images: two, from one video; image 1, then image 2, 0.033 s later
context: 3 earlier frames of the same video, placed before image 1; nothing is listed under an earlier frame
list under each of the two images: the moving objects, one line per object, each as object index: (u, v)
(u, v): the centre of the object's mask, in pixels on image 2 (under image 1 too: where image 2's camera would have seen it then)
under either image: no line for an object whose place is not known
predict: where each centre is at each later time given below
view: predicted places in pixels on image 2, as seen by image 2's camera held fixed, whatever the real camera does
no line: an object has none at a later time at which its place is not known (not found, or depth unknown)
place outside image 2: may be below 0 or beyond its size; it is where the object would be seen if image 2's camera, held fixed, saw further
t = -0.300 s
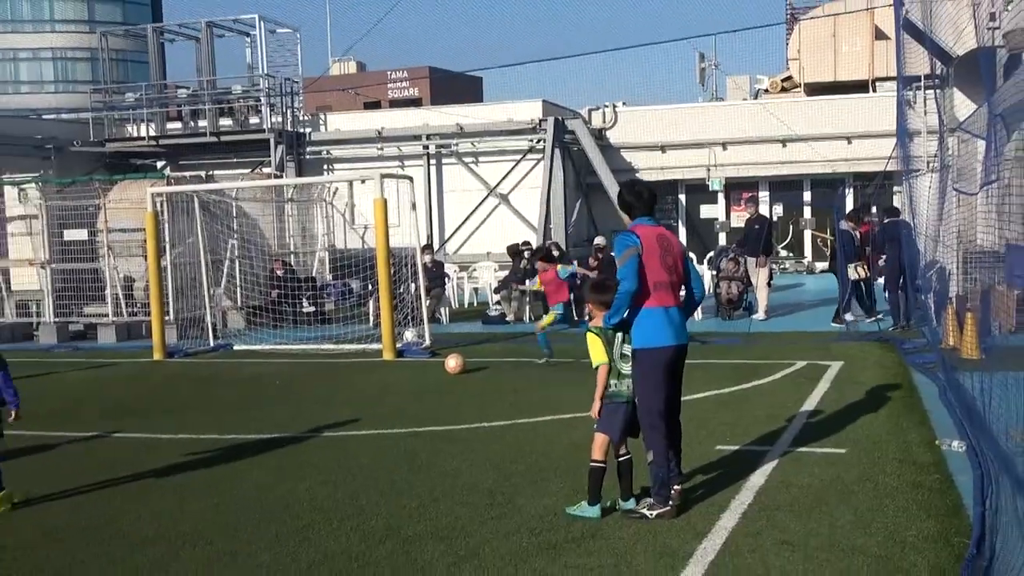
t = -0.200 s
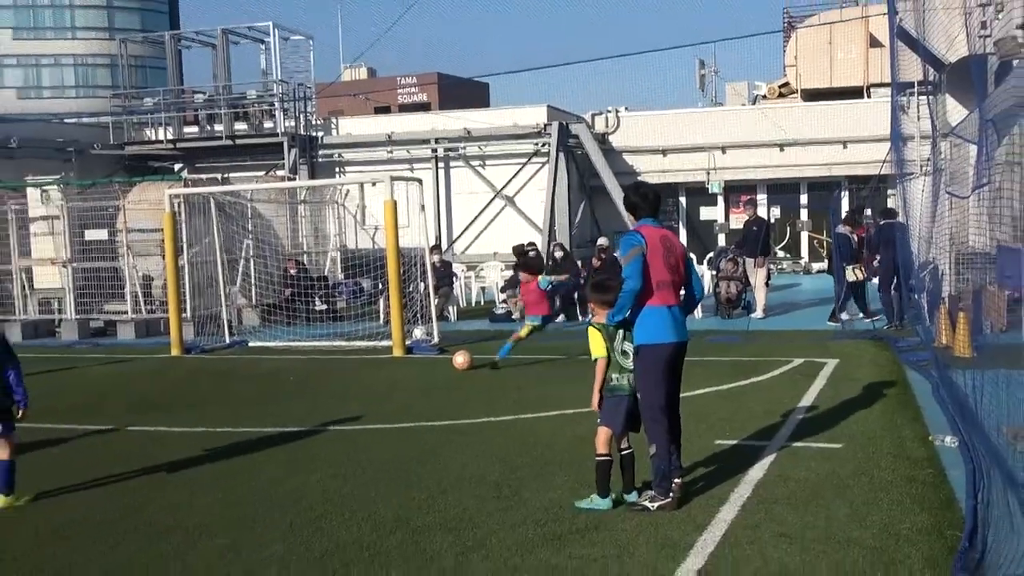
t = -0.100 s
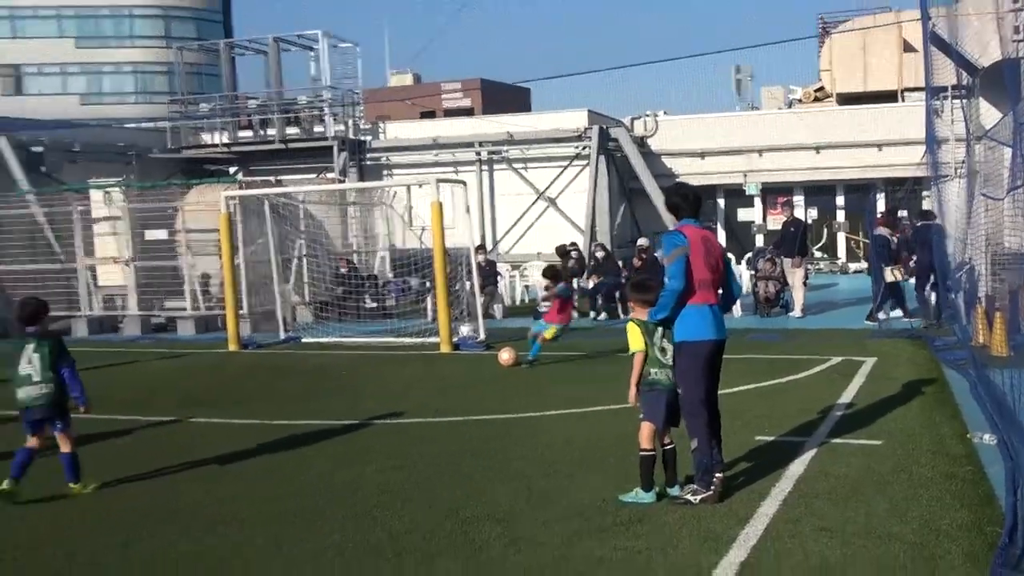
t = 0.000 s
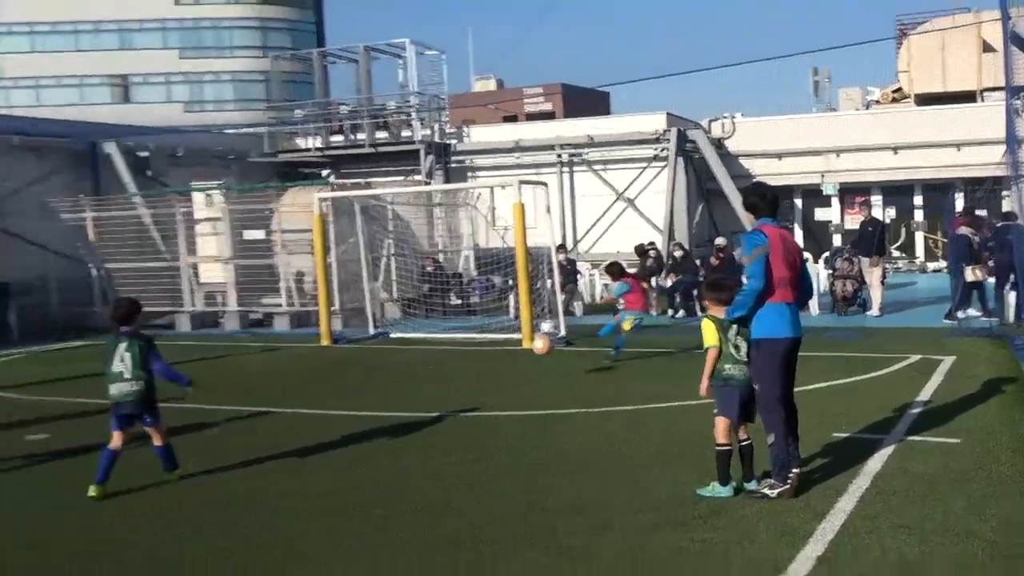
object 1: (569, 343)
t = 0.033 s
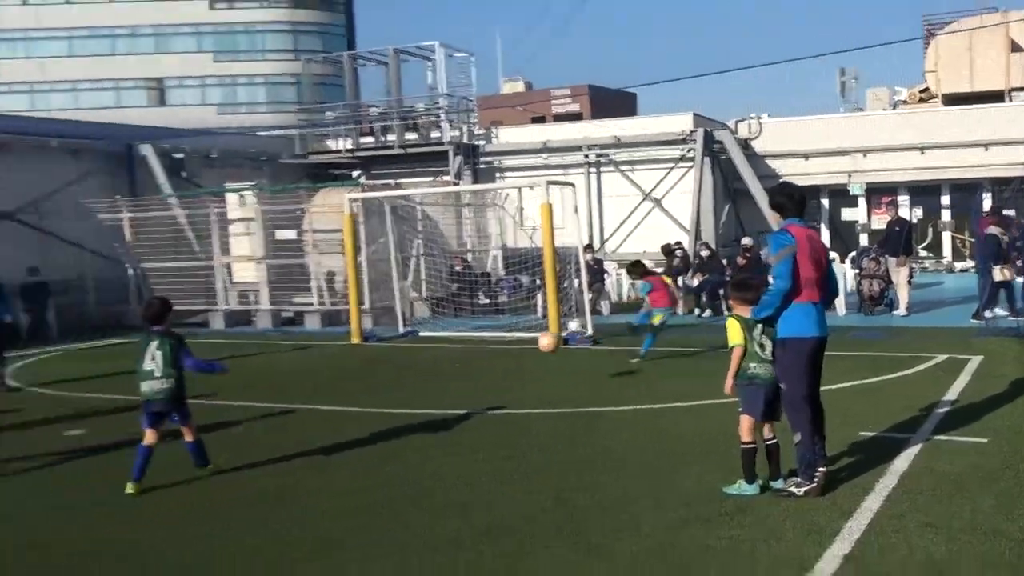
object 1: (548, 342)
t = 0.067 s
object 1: (524, 341)
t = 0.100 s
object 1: (500, 342)
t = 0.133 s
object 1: (473, 343)
